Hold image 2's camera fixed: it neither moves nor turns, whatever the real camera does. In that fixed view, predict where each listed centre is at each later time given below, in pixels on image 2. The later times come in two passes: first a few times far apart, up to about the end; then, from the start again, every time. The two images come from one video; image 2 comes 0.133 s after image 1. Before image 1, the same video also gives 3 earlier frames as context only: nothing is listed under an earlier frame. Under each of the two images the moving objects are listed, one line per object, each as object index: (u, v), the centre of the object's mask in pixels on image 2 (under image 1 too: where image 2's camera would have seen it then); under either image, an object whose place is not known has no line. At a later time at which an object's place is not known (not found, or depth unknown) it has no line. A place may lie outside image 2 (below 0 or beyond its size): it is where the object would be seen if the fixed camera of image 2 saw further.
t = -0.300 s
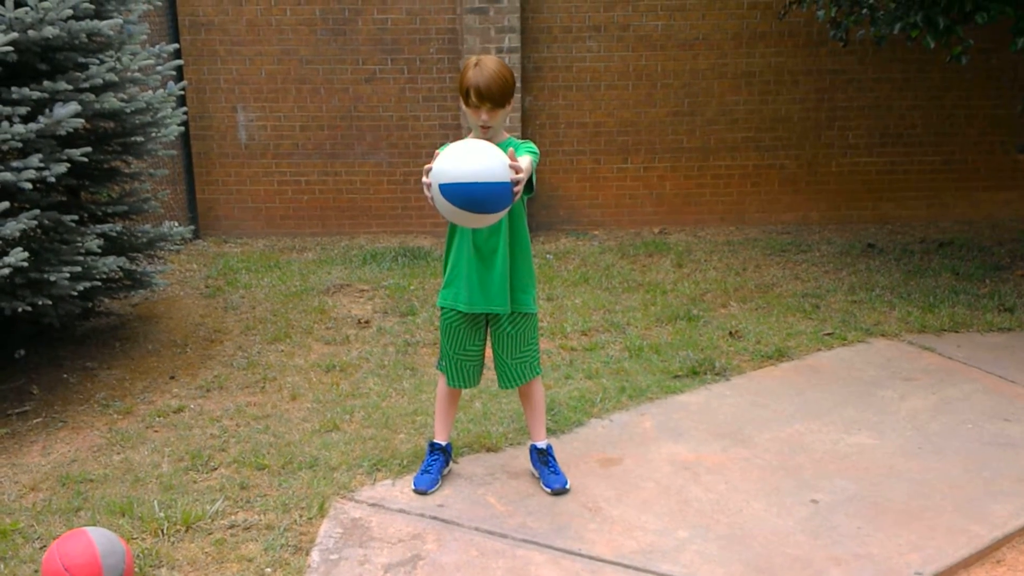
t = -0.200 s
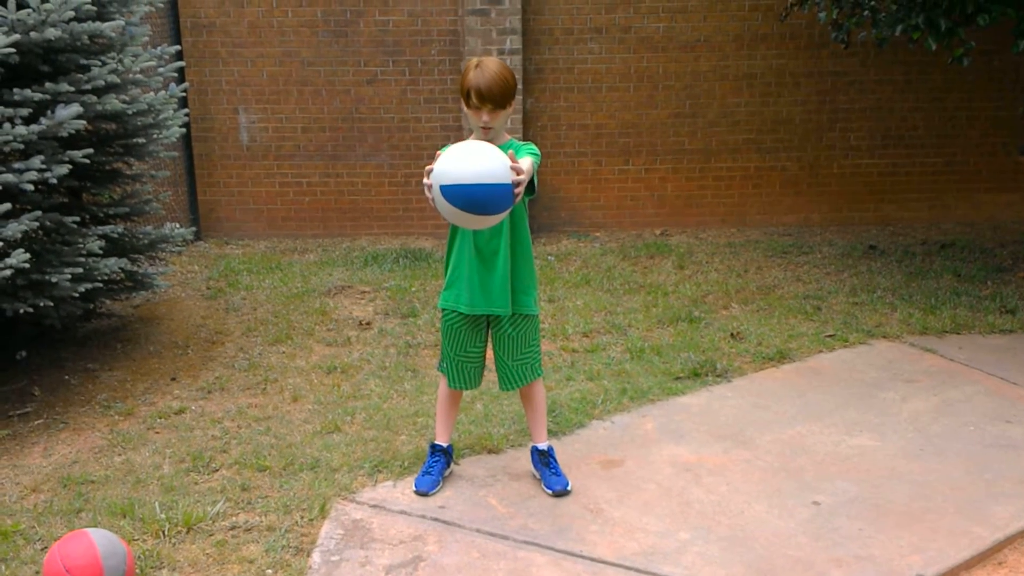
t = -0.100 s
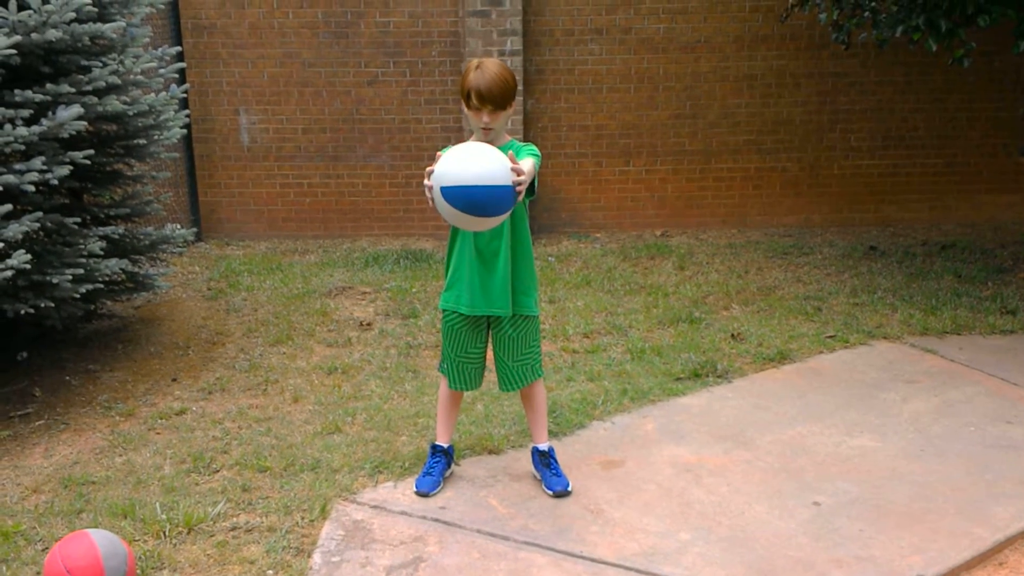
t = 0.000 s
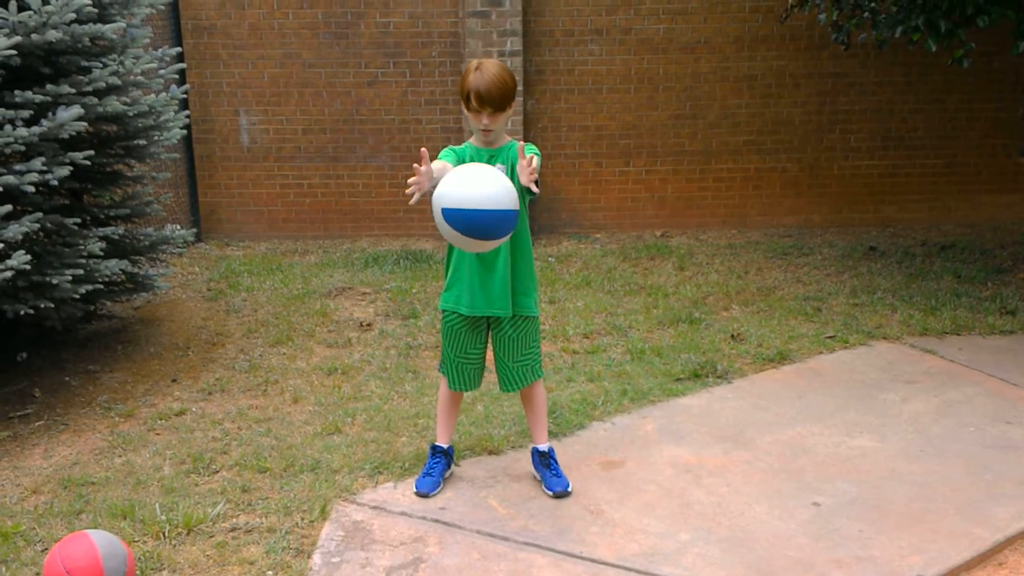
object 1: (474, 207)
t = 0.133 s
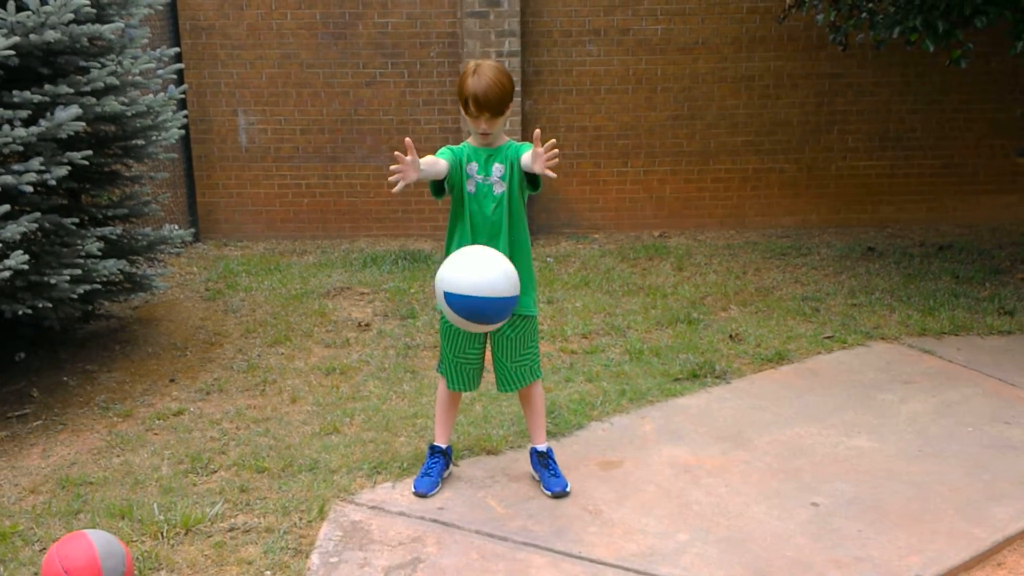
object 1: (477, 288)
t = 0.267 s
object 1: (483, 423)
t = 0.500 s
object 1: (477, 385)
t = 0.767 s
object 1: (464, 295)
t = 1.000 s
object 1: (459, 405)
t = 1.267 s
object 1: (451, 432)
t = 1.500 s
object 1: (441, 377)
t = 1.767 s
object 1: (436, 531)
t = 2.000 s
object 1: (418, 438)
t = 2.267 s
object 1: (401, 491)
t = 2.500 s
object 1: (388, 491)
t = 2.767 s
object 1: (377, 516)
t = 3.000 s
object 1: (368, 520)
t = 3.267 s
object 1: (361, 559)
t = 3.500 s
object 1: (356, 529)
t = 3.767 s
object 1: (360, 552)
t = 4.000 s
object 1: (369, 557)
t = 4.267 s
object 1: (382, 546)
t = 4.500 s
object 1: (394, 538)
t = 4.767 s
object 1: (410, 540)
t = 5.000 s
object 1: (424, 541)
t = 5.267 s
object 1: (435, 549)
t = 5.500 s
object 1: (439, 545)
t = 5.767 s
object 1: (442, 551)
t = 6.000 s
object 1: (443, 553)
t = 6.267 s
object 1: (440, 554)
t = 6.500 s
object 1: (435, 554)
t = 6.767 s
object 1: (426, 554)
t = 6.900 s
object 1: (418, 553)
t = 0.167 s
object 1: (478, 318)
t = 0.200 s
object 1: (479, 350)
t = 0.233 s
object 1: (481, 385)
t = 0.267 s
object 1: (483, 423)
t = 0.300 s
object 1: (484, 464)
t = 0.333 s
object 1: (485, 508)
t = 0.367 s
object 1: (485, 502)
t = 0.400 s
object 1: (482, 469)
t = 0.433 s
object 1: (481, 439)
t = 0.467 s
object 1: (479, 410)
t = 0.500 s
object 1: (477, 385)
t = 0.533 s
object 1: (475, 363)
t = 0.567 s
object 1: (473, 343)
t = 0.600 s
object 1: (471, 326)
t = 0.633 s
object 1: (470, 313)
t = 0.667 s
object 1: (468, 303)
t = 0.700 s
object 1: (467, 297)
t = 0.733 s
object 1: (465, 294)
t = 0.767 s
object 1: (464, 295)
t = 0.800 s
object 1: (463, 299)
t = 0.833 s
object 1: (463, 308)
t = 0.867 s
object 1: (462, 320)
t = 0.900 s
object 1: (461, 335)
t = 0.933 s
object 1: (460, 355)
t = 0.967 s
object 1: (460, 378)
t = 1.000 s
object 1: (459, 405)
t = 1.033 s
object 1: (459, 434)
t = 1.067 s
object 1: (459, 467)
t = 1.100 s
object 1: (459, 503)
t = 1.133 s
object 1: (458, 532)
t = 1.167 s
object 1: (457, 503)
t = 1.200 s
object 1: (454, 477)
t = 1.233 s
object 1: (453, 453)
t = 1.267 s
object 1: (451, 432)
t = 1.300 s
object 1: (449, 415)
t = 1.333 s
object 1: (447, 400)
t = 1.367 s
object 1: (446, 389)
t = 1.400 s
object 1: (444, 381)
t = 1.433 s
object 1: (443, 376)
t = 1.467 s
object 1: (442, 375)
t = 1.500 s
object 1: (441, 377)
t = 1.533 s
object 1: (440, 383)
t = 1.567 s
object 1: (439, 393)
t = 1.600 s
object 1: (438, 408)
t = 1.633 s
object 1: (437, 426)
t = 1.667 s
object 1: (437, 446)
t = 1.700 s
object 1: (437, 471)
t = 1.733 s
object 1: (436, 499)
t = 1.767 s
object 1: (436, 531)
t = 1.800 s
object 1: (436, 542)
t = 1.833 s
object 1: (432, 517)
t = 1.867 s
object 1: (429, 495)
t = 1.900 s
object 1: (426, 476)
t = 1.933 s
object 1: (423, 460)
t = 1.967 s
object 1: (420, 447)
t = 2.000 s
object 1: (418, 438)
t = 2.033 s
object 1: (415, 431)
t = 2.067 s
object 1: (413, 429)
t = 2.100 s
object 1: (410, 430)
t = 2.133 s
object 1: (408, 435)
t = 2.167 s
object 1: (407, 443)
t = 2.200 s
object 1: (404, 455)
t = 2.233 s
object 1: (403, 472)
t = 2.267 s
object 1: (401, 491)
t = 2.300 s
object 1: (400, 515)
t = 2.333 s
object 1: (399, 543)
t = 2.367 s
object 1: (398, 559)
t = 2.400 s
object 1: (395, 542)
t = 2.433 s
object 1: (393, 521)
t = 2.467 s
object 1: (391, 504)
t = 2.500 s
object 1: (388, 491)
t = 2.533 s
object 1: (386, 482)
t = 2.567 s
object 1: (385, 476)
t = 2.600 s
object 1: (383, 473)
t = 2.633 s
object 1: (382, 474)
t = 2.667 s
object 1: (380, 479)
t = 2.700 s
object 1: (379, 487)
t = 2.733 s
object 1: (378, 500)
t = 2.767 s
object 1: (377, 516)
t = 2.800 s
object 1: (377, 536)
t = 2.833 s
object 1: (377, 552)
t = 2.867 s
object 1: (377, 563)
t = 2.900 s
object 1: (374, 553)
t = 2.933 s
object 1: (372, 543)
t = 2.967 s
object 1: (369, 530)
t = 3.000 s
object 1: (368, 520)
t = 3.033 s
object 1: (366, 513)
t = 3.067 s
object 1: (365, 510)
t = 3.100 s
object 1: (364, 511)
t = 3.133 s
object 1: (362, 515)
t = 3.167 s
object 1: (362, 523)
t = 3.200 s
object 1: (361, 535)
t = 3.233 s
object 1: (361, 548)
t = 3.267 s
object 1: (361, 559)
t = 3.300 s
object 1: (361, 570)
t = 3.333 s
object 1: (359, 562)
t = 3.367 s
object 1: (358, 553)
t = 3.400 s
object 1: (357, 544)
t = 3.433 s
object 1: (357, 536)
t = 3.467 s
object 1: (356, 531)
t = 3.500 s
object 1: (356, 529)
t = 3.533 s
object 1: (356, 531)
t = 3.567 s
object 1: (357, 537)
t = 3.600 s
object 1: (357, 546)
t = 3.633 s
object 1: (358, 556)
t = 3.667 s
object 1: (360, 565)
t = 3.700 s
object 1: (360, 568)
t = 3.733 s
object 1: (360, 559)
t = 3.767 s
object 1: (360, 552)
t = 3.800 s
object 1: (361, 544)
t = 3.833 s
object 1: (362, 538)
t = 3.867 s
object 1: (363, 537)
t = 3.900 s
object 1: (364, 538)
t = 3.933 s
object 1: (365, 543)
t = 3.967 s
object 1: (368, 550)
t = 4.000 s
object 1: (369, 557)
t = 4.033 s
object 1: (371, 565)
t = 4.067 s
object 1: (372, 558)
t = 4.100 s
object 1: (373, 551)
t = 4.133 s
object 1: (375, 545)
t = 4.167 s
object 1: (376, 539)
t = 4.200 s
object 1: (377, 538)
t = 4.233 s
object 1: (380, 540)
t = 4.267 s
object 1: (382, 546)
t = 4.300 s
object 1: (383, 553)
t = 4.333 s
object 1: (387, 561)
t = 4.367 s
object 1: (388, 555)
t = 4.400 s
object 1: (389, 547)
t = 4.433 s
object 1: (390, 540)
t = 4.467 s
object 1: (392, 537)
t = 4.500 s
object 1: (394, 538)
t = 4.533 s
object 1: (396, 542)
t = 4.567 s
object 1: (399, 550)
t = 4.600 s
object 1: (402, 559)
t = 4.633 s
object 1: (403, 553)
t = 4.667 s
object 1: (405, 546)
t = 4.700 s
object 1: (406, 540)
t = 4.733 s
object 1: (408, 538)
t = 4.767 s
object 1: (410, 540)
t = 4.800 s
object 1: (412, 546)
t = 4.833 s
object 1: (415, 555)
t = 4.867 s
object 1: (416, 551)
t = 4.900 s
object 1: (418, 543)
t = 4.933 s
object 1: (420, 540)
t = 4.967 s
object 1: (422, 539)
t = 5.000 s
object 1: (424, 541)
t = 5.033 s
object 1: (426, 547)
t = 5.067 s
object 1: (428, 551)
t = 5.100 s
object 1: (429, 544)
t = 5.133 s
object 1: (430, 540)
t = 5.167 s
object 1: (431, 539)
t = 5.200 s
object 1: (432, 541)
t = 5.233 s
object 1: (434, 547)
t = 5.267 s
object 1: (435, 549)
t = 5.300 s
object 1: (435, 543)
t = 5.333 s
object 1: (436, 541)
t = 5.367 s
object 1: (437, 542)
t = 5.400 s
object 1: (438, 546)
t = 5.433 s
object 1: (439, 552)
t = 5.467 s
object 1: (439, 546)
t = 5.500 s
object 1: (439, 545)
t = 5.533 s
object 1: (440, 546)
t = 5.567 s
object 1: (440, 550)
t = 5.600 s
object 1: (441, 552)
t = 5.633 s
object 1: (441, 549)
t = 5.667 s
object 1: (442, 548)
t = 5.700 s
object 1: (442, 551)
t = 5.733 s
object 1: (442, 554)
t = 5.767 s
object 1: (442, 551)
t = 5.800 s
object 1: (443, 551)
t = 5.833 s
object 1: (443, 552)
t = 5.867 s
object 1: (443, 554)
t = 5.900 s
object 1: (443, 552)
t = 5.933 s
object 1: (443, 552)
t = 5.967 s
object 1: (443, 554)
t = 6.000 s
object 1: (443, 553)
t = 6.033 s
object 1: (443, 552)
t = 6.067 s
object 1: (443, 553)
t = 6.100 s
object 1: (443, 554)
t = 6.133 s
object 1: (442, 553)
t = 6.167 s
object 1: (442, 553)
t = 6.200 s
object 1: (442, 554)
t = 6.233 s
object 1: (441, 553)
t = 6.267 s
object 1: (440, 554)
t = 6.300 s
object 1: (440, 553)
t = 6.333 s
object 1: (439, 554)
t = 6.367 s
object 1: (438, 554)
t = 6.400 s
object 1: (438, 553)
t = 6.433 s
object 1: (437, 554)
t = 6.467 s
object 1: (436, 554)
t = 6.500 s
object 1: (435, 554)
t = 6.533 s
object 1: (434, 554)
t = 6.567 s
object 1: (434, 554)
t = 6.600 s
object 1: (433, 554)
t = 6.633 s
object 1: (431, 554)
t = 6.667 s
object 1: (430, 554)
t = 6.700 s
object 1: (429, 554)
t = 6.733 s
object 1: (427, 554)
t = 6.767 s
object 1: (426, 554)
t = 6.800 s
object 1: (424, 554)
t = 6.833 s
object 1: (422, 554)
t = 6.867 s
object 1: (420, 553)
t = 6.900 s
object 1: (418, 553)
